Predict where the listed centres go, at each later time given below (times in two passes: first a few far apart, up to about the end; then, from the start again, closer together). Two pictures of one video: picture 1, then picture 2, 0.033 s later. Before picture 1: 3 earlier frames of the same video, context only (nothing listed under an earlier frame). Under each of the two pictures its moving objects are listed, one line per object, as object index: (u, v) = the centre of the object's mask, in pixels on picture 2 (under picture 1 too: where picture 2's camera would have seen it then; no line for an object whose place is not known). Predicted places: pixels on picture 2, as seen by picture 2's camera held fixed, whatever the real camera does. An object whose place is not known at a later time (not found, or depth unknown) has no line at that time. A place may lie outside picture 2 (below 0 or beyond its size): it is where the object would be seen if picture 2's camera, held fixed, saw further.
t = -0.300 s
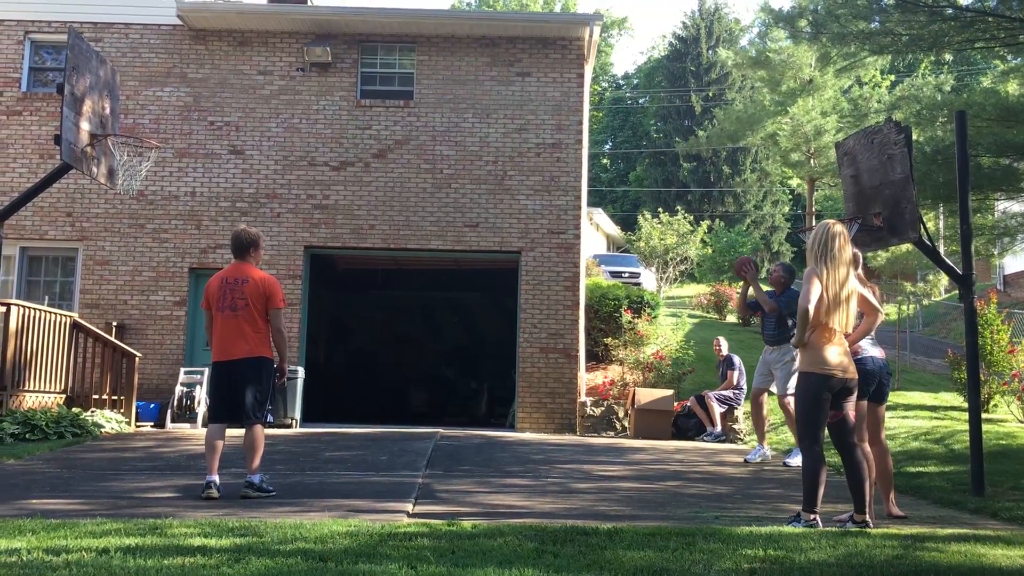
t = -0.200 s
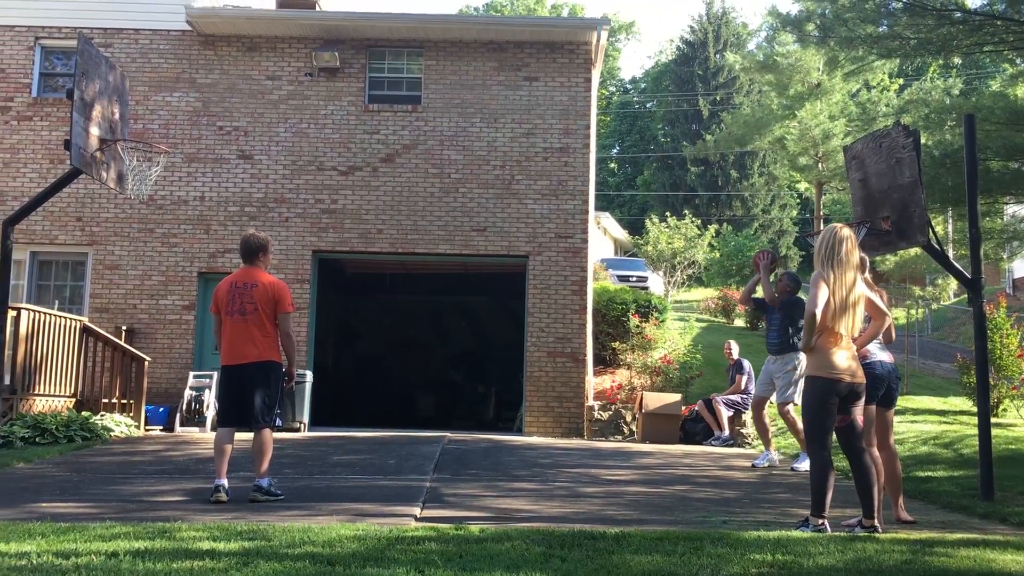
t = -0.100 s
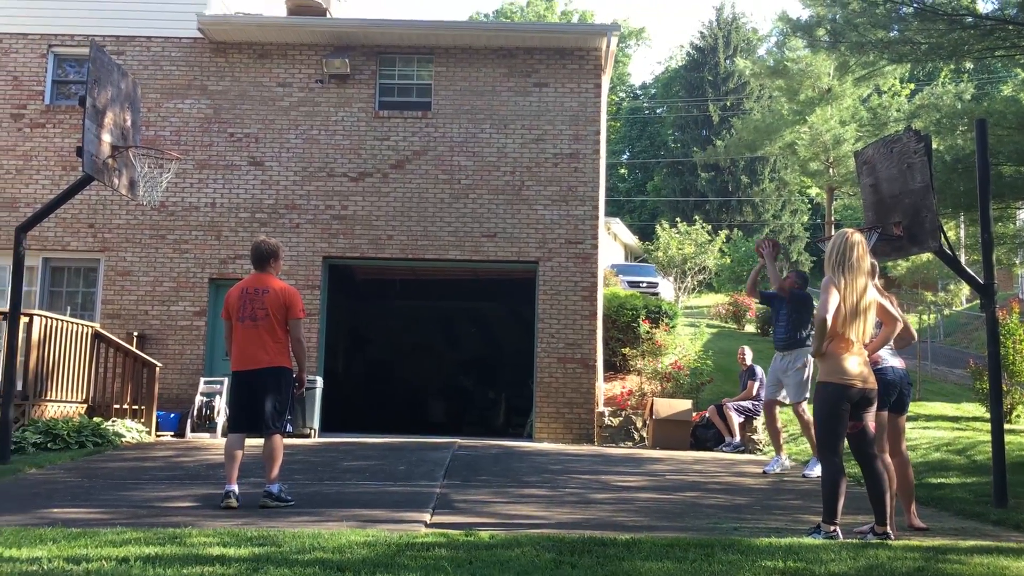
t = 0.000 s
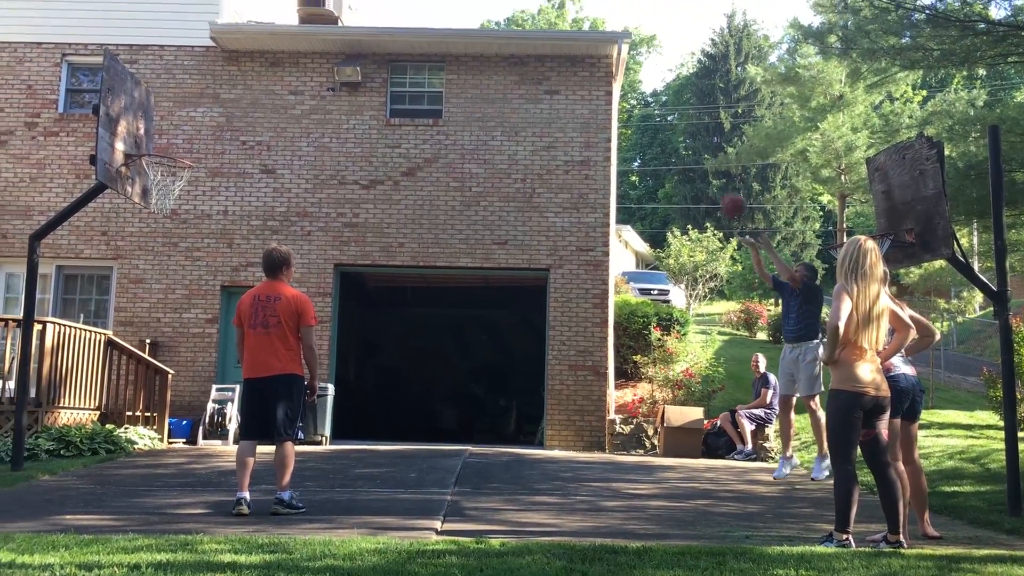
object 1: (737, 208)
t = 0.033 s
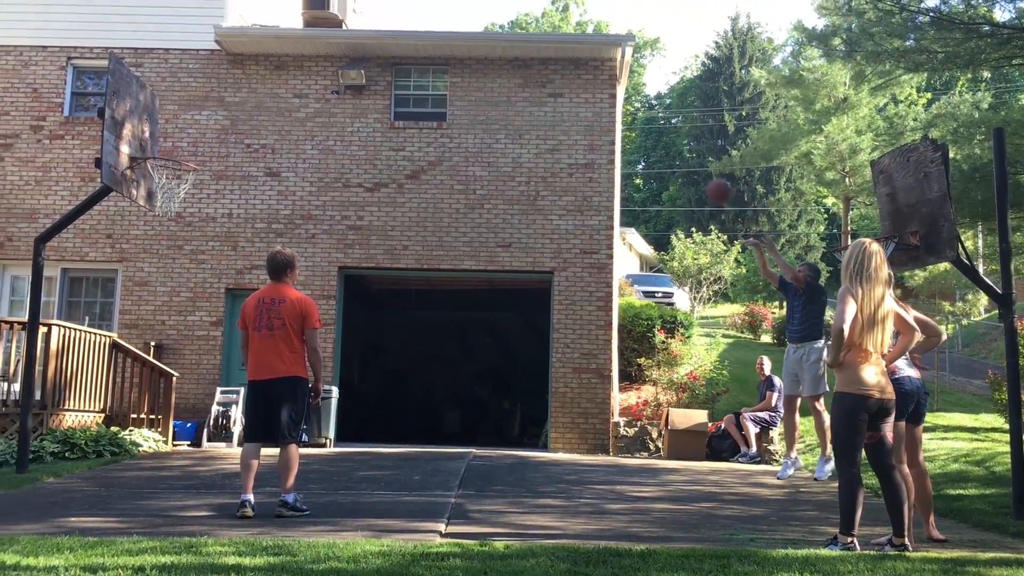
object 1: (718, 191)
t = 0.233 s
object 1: (605, 114)
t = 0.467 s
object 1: (474, 72)
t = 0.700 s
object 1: (344, 82)
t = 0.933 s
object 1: (210, 147)
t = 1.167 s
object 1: (189, 183)
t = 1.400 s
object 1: (187, 198)
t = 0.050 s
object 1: (709, 182)
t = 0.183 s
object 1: (633, 129)
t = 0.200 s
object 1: (624, 124)
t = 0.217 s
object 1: (614, 118)
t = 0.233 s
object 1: (605, 114)
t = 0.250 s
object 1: (596, 110)
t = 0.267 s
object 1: (586, 104)
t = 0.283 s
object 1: (577, 101)
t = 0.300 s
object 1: (567, 96)
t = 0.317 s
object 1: (558, 93)
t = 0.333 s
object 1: (549, 89)
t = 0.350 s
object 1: (539, 86)
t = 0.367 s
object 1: (530, 84)
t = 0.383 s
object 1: (520, 81)
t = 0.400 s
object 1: (511, 79)
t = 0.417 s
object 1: (502, 76)
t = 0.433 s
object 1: (493, 75)
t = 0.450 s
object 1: (484, 73)
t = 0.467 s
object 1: (474, 72)
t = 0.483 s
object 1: (465, 71)
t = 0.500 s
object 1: (455, 71)
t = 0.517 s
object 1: (446, 69)
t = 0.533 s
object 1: (437, 70)
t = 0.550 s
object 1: (428, 70)
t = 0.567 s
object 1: (418, 70)
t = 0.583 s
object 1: (409, 70)
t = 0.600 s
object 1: (400, 72)
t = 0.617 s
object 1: (391, 73)
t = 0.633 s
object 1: (382, 74)
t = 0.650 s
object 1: (373, 77)
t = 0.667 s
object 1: (362, 79)
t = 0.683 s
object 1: (354, 80)
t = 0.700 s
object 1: (344, 82)
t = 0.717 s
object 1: (335, 85)
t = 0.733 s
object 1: (325, 89)
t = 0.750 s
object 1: (316, 92)
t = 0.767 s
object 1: (307, 95)
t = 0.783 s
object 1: (297, 100)
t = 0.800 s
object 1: (287, 103)
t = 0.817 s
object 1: (278, 108)
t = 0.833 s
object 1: (268, 112)
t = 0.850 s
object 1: (258, 118)
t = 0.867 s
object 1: (248, 123)
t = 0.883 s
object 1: (239, 128)
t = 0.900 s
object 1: (229, 134)
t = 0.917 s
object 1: (220, 140)
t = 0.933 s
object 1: (210, 147)
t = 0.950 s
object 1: (200, 153)
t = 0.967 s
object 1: (192, 156)
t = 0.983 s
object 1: (184, 158)
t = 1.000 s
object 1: (175, 159)
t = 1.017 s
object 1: (168, 161)
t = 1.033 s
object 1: (160, 164)
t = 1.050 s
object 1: (163, 165)
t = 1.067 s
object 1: (166, 167)
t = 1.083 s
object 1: (171, 168)
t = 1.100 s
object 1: (175, 172)
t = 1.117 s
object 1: (179, 176)
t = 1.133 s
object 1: (183, 179)
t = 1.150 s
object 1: (186, 181)
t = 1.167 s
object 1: (189, 183)
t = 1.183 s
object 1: (190, 185)
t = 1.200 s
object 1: (192, 185)
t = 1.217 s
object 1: (193, 186)
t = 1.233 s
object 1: (193, 186)
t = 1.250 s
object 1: (194, 186)
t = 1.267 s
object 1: (193, 187)
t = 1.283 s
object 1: (194, 187)
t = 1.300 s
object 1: (192, 189)
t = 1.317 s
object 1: (191, 190)
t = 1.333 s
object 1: (190, 191)
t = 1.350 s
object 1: (190, 192)
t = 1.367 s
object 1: (189, 194)
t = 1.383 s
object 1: (188, 195)
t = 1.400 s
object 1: (187, 198)
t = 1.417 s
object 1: (186, 199)
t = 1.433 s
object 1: (184, 201)
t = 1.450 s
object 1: (182, 205)
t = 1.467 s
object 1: (180, 208)
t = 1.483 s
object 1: (179, 212)
